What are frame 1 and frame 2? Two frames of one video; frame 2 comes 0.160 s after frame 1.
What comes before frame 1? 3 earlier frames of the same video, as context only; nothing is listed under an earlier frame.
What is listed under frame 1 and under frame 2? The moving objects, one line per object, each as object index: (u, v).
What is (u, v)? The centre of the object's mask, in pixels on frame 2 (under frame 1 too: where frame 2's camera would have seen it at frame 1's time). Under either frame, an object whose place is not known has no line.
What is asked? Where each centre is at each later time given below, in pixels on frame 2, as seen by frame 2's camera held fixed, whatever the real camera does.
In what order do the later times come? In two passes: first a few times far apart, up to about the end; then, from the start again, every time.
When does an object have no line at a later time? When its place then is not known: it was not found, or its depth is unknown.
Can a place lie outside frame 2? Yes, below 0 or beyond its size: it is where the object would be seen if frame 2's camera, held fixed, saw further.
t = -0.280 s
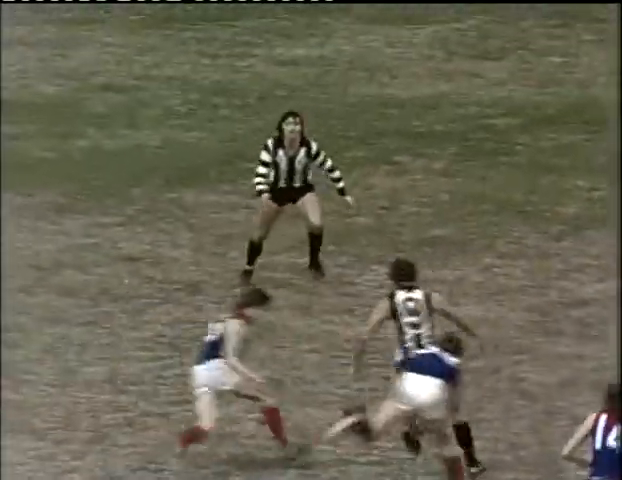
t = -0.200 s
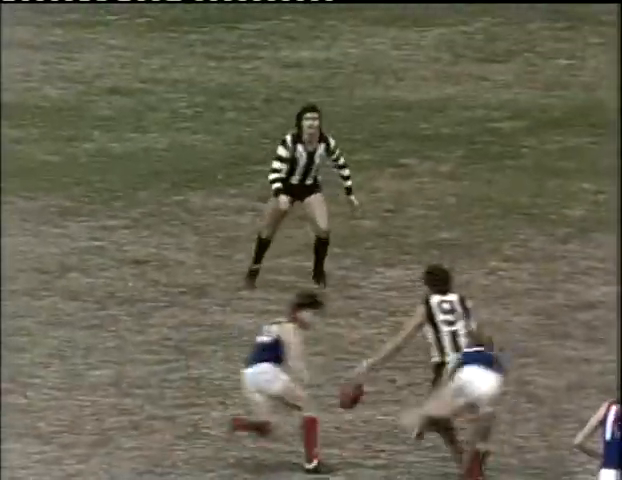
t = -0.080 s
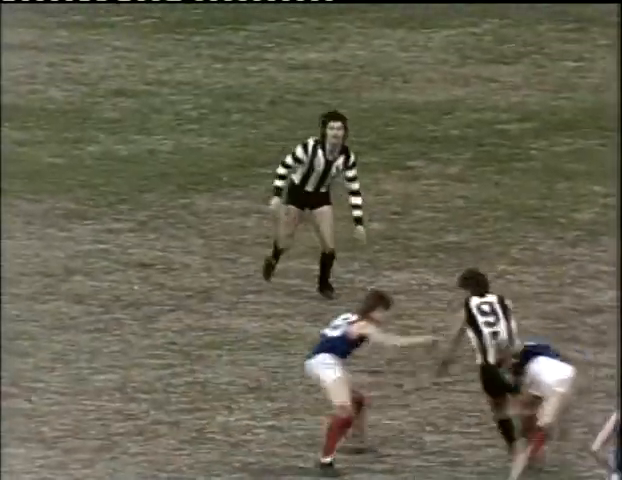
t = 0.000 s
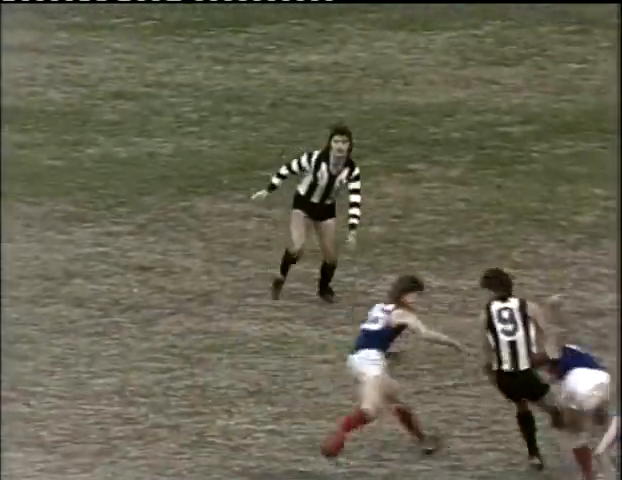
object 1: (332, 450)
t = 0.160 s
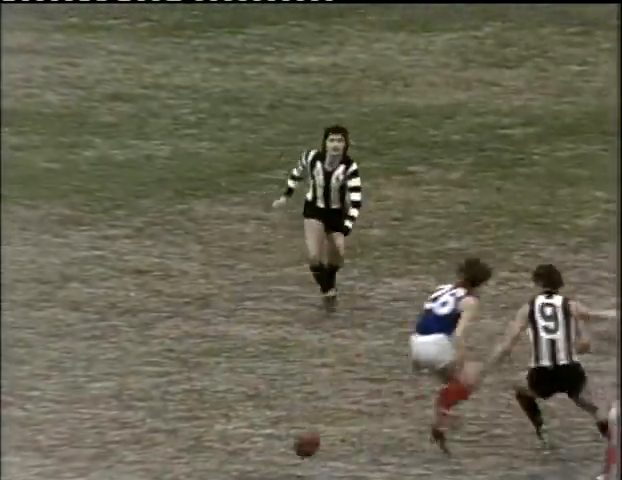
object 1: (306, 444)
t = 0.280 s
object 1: (281, 425)
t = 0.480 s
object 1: (241, 434)
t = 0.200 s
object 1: (299, 435)
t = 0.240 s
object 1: (293, 429)
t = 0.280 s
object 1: (281, 425)
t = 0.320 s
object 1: (274, 422)
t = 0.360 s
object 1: (264, 423)
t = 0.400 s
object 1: (257, 423)
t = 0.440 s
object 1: (249, 426)
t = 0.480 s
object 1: (241, 434)
